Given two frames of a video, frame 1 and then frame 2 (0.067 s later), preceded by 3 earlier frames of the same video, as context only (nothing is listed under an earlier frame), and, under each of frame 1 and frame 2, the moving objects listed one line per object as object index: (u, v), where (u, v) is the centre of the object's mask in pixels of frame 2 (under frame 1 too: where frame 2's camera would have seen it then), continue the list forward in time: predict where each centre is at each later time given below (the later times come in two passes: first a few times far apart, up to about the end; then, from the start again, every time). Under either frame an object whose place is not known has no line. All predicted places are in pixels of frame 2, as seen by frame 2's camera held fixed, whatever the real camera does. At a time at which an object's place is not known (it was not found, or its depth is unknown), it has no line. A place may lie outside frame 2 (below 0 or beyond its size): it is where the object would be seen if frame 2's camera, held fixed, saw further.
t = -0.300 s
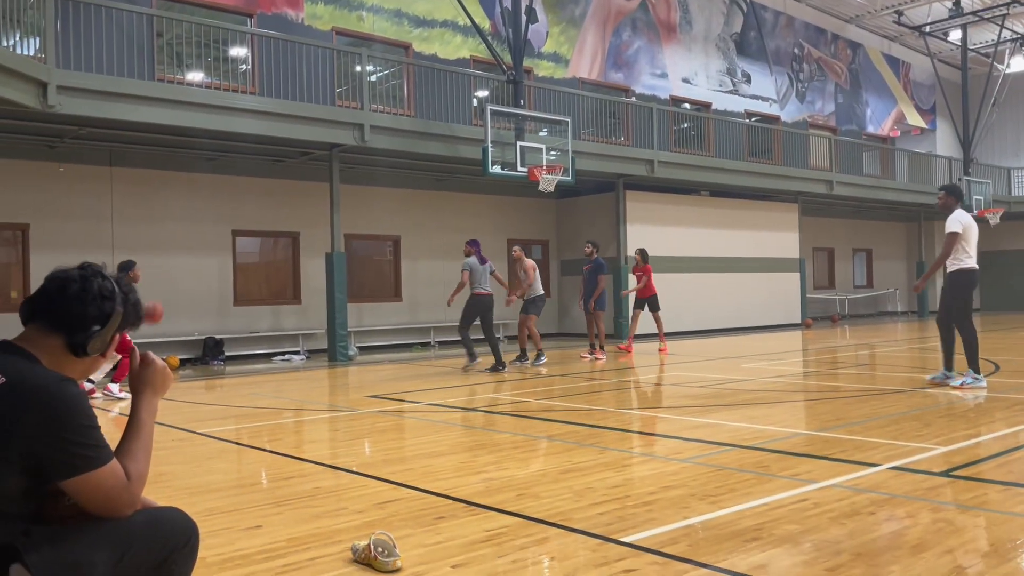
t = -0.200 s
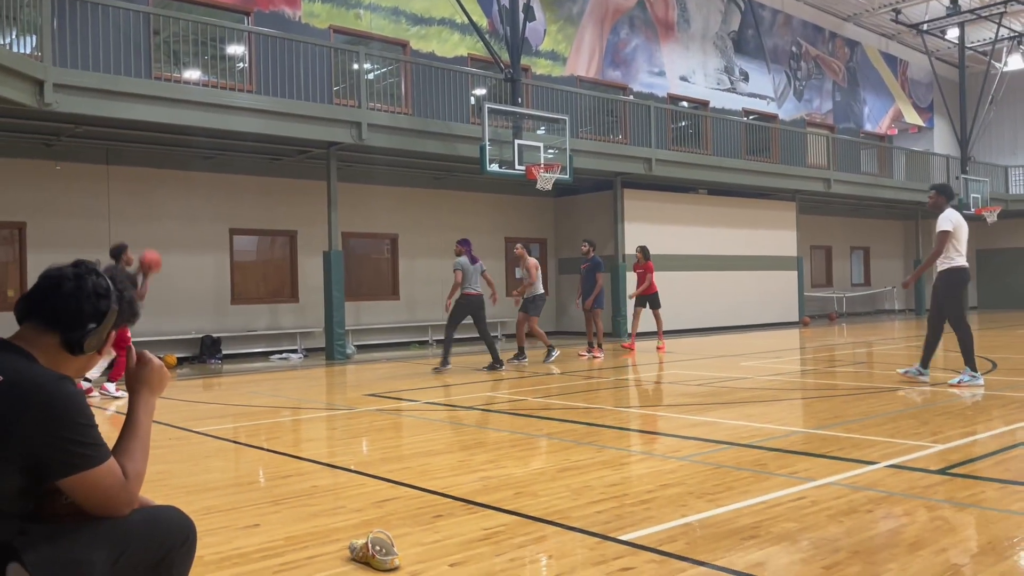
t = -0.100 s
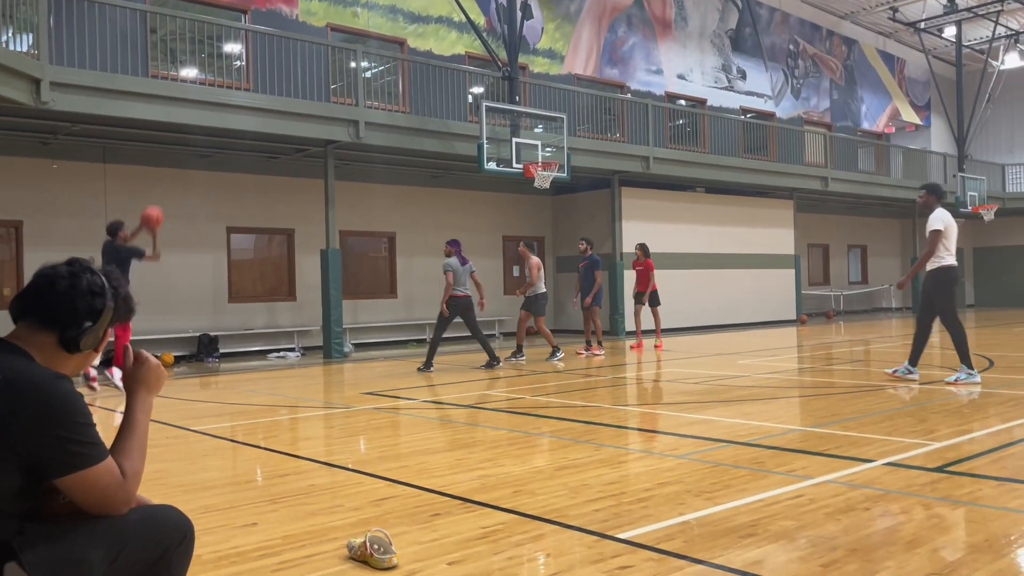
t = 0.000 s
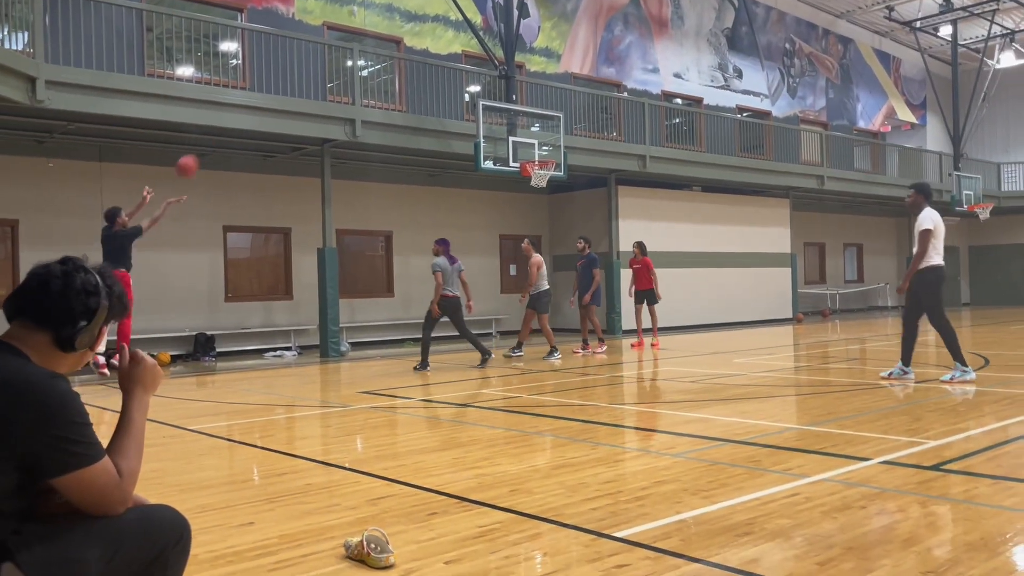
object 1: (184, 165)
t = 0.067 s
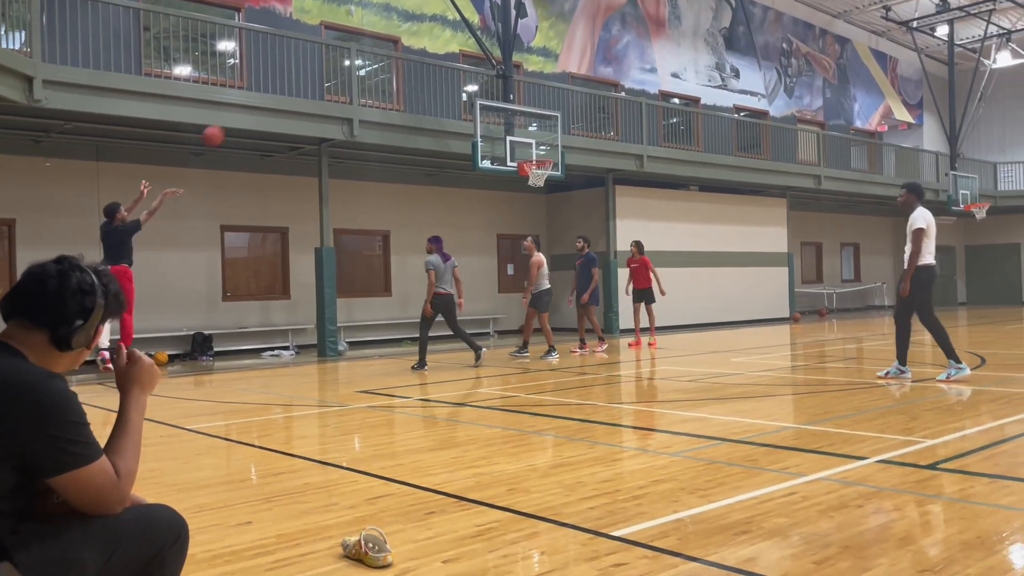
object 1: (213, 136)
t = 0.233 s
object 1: (279, 83)
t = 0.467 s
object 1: (362, 52)
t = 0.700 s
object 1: (435, 62)
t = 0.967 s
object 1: (508, 115)
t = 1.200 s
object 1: (536, 178)
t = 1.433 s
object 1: (526, 191)
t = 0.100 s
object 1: (227, 124)
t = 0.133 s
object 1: (240, 112)
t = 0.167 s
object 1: (254, 101)
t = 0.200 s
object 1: (267, 92)
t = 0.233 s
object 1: (279, 83)
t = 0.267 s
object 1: (292, 76)
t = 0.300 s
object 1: (304, 69)
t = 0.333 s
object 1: (316, 64)
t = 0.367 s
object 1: (328, 60)
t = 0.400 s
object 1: (339, 56)
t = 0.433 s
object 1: (351, 53)
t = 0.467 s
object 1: (362, 52)
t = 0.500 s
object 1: (373, 51)
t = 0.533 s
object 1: (384, 51)
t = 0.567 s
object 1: (394, 52)
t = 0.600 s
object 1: (405, 53)
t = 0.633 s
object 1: (415, 55)
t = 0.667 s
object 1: (424, 58)
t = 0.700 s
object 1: (435, 62)
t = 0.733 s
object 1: (445, 66)
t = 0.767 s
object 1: (453, 71)
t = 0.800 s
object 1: (463, 77)
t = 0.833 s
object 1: (472, 83)
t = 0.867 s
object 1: (482, 90)
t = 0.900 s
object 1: (490, 97)
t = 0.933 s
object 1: (499, 106)
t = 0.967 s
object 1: (508, 115)
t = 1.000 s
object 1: (516, 123)
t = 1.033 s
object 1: (524, 132)
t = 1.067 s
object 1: (533, 143)
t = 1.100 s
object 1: (542, 154)
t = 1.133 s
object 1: (546, 157)
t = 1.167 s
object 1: (541, 167)
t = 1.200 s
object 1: (536, 178)
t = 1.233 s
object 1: (532, 179)
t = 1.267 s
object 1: (531, 179)
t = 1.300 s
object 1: (530, 180)
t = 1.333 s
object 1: (529, 183)
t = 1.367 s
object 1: (528, 186)
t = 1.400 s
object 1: (527, 187)
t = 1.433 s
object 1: (526, 191)
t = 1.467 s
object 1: (525, 195)
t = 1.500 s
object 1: (525, 201)
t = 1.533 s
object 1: (524, 206)
